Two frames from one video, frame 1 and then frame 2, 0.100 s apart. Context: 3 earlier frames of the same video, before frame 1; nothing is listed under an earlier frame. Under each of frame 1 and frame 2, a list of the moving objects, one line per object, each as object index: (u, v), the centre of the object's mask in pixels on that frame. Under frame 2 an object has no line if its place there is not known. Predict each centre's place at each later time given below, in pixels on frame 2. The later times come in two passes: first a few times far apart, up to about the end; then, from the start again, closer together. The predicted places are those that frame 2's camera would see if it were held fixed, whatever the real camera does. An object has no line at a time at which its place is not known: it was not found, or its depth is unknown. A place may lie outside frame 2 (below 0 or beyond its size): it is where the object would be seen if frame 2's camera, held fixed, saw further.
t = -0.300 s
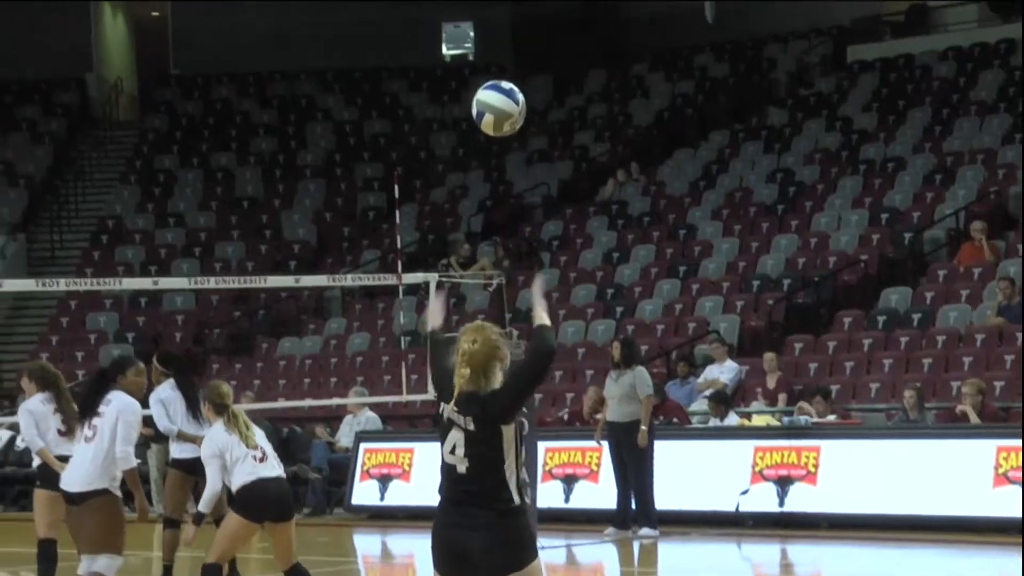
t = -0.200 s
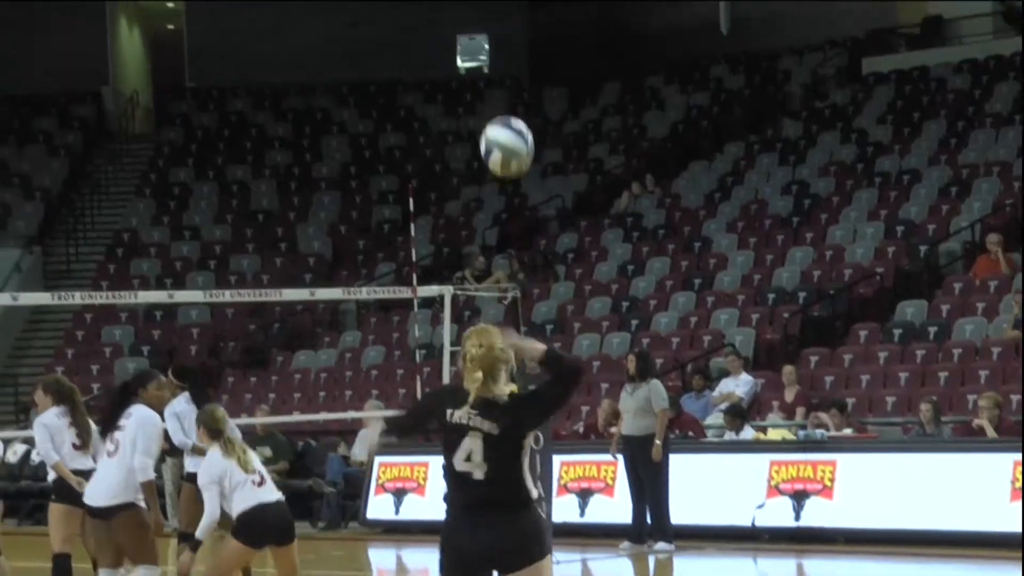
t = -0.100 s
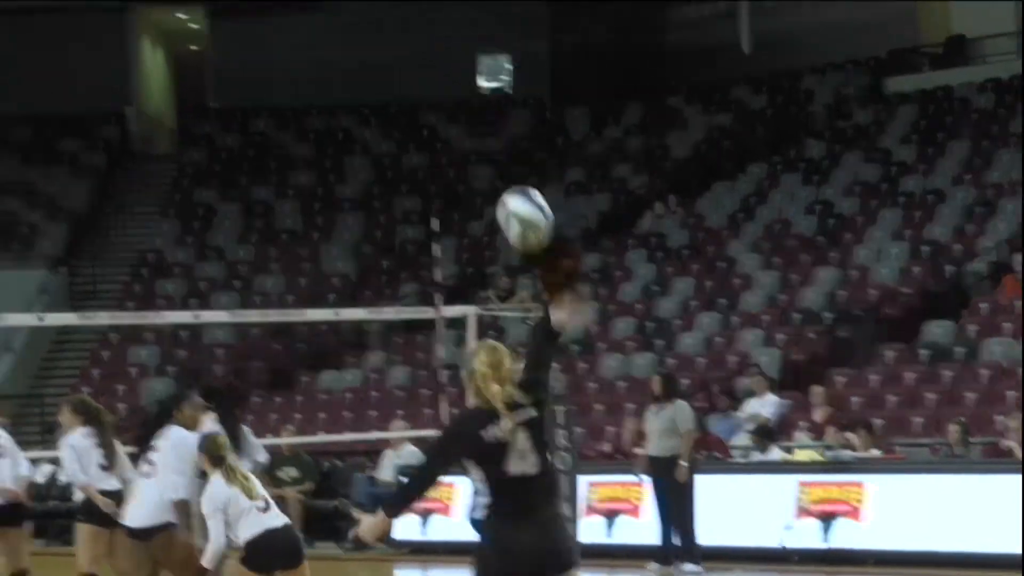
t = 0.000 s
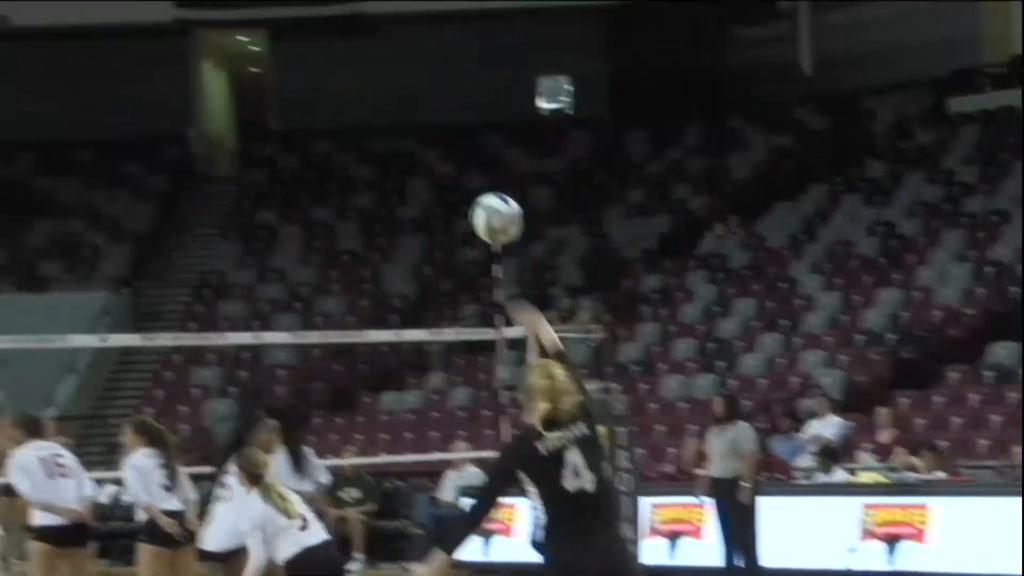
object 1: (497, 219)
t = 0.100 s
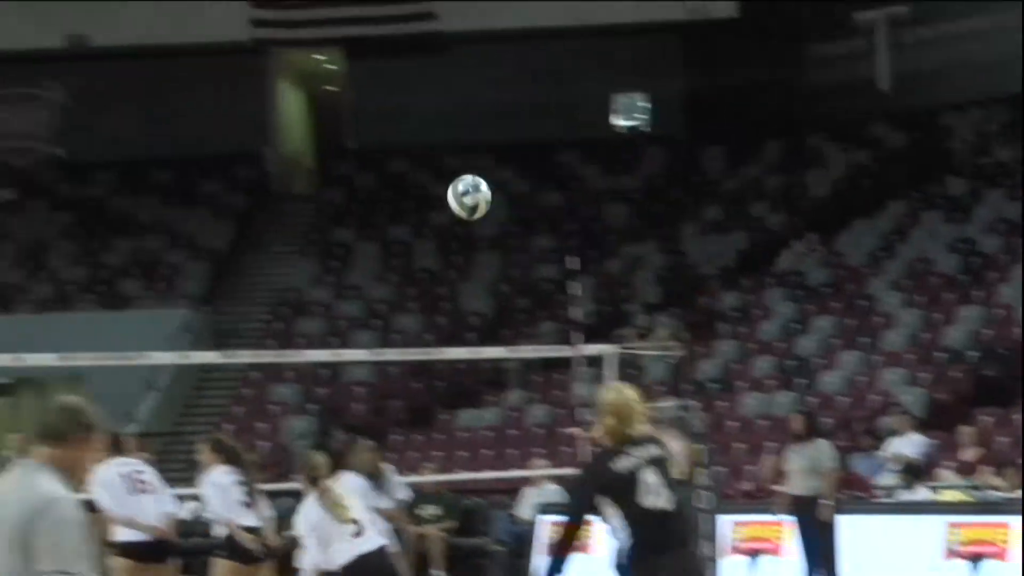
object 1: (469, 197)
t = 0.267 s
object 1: (339, 190)
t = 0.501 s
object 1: (213, 262)
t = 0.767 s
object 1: (106, 403)
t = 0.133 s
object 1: (439, 190)
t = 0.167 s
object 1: (411, 187)
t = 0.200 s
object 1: (386, 185)
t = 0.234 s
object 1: (362, 187)
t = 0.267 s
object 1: (339, 190)
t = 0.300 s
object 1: (319, 195)
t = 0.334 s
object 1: (300, 203)
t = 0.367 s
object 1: (280, 211)
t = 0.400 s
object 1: (263, 222)
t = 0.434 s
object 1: (246, 235)
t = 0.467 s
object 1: (229, 248)
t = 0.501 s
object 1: (213, 262)
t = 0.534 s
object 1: (199, 278)
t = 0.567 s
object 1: (184, 293)
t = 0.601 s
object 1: (168, 312)
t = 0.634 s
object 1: (155, 329)
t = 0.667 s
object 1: (142, 343)
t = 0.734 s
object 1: (117, 385)
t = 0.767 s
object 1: (106, 403)
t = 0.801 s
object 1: (96, 423)
